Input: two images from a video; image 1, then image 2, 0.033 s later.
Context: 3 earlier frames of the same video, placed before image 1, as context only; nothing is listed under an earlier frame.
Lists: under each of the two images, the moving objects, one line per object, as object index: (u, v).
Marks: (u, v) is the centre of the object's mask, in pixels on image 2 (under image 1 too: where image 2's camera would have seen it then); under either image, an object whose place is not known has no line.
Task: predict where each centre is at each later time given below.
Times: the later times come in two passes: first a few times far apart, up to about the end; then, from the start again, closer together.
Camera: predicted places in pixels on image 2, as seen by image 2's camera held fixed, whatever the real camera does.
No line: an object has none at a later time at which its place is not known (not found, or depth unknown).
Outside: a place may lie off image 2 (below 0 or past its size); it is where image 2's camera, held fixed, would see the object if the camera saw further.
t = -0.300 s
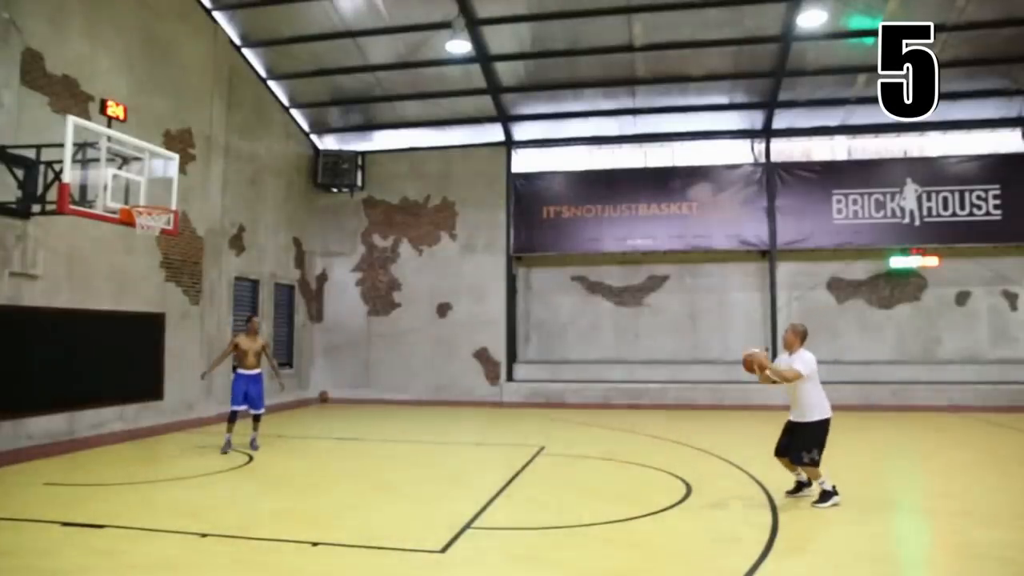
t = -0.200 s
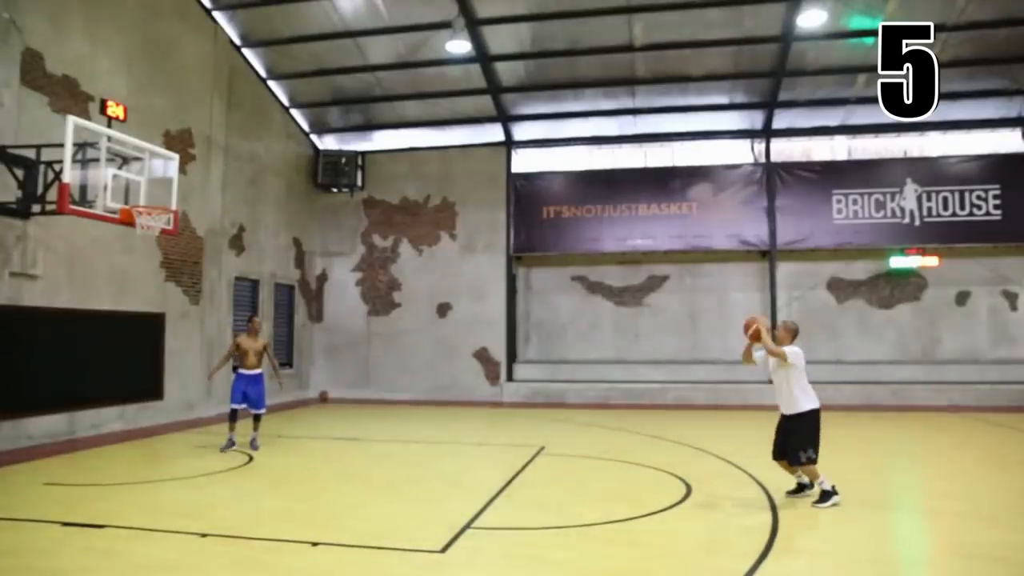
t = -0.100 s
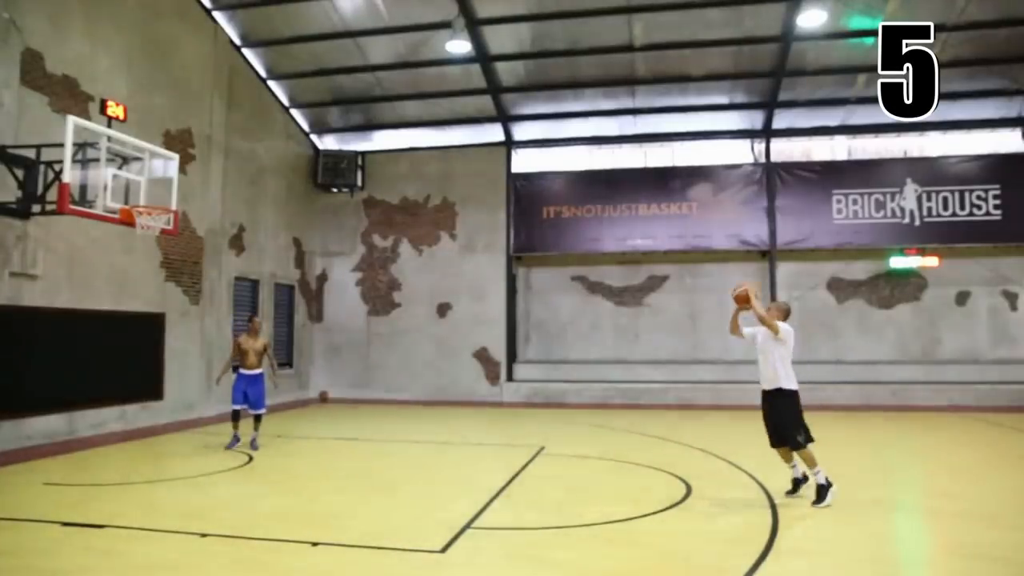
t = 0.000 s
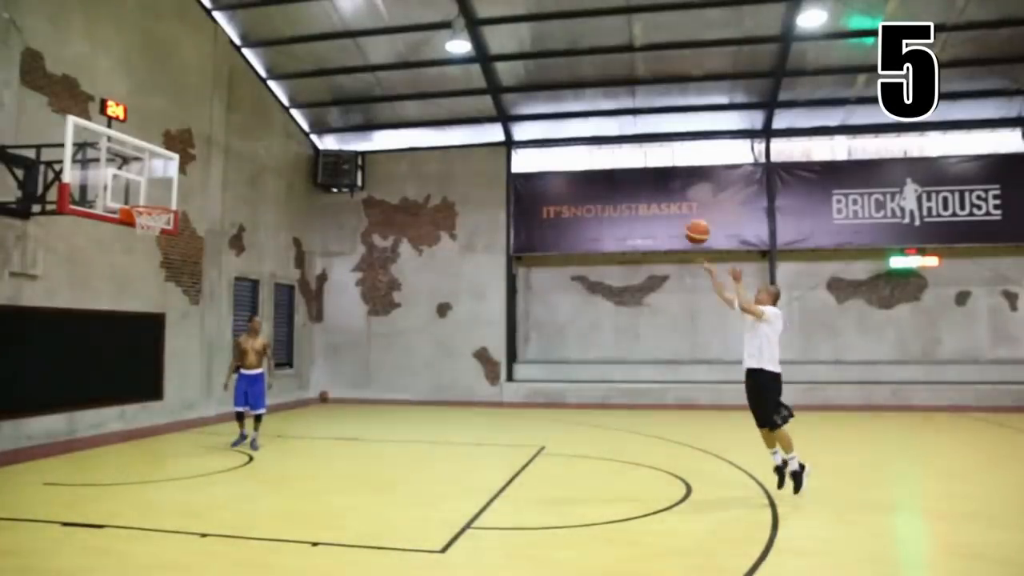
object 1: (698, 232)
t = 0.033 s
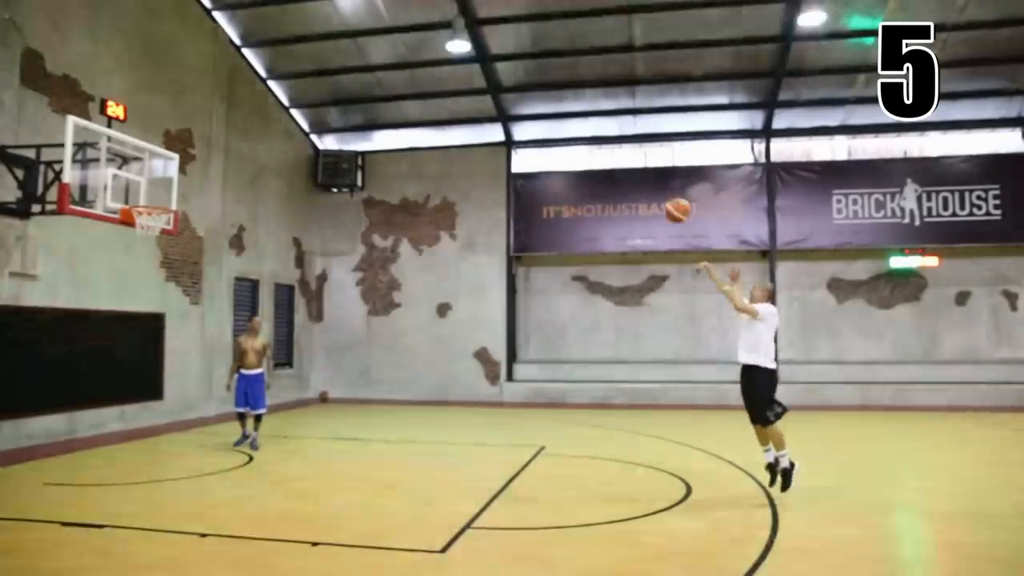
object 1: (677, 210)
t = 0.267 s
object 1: (549, 106)
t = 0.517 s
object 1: (428, 61)
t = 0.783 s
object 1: (314, 76)
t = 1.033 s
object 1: (217, 139)
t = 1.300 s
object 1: (130, 245)
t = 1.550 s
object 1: (82, 353)
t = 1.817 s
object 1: (52, 402)
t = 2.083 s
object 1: (62, 315)
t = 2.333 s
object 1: (69, 282)
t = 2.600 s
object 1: (73, 299)
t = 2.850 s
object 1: (76, 362)
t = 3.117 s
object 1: (74, 418)
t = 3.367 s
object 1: (72, 354)
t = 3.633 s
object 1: (66, 337)
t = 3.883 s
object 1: (59, 368)
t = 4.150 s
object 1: (50, 432)
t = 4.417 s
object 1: (50, 376)
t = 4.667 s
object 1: (47, 370)
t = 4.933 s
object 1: (41, 415)
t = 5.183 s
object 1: (43, 409)
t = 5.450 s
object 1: (58, 416)
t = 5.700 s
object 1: (65, 423)
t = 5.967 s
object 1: (62, 419)
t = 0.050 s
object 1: (669, 200)
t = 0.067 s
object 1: (659, 192)
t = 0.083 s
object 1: (649, 182)
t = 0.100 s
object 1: (640, 175)
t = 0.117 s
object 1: (630, 167)
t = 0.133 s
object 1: (621, 157)
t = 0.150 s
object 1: (611, 149)
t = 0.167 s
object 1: (602, 142)
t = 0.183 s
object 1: (593, 135)
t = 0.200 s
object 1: (584, 129)
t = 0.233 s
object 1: (566, 117)
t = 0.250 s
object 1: (558, 111)
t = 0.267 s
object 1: (549, 106)
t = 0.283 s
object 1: (539, 101)
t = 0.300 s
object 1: (531, 96)
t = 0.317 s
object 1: (522, 91)
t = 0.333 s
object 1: (514, 87)
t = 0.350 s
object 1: (506, 83)
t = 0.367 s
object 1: (498, 80)
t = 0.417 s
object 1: (474, 71)
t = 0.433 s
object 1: (465, 68)
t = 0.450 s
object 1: (458, 66)
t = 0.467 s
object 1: (451, 64)
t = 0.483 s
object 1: (443, 62)
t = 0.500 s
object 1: (436, 61)
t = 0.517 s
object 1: (428, 61)
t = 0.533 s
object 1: (421, 59)
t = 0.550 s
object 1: (414, 59)
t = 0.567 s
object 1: (407, 59)
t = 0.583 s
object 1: (399, 59)
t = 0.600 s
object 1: (392, 59)
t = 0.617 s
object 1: (385, 60)
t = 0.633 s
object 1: (377, 60)
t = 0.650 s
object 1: (370, 61)
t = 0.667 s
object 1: (363, 62)
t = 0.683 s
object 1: (355, 63)
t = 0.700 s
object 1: (348, 65)
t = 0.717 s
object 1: (342, 66)
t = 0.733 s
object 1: (335, 68)
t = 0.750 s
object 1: (327, 71)
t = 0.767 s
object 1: (321, 73)
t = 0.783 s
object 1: (314, 76)
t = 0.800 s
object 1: (307, 78)
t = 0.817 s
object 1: (301, 81)
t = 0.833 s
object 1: (294, 84)
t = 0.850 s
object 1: (288, 89)
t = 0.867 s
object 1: (282, 92)
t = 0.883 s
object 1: (274, 96)
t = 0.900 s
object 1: (268, 100)
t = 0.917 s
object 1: (261, 104)
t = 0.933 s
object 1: (254, 108)
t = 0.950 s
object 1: (248, 113)
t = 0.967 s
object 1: (243, 118)
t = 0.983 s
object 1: (235, 123)
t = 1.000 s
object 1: (230, 129)
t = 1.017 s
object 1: (224, 134)
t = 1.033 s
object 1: (217, 139)
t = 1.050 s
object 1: (212, 145)
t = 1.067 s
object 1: (205, 151)
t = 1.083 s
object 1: (199, 157)
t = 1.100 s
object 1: (193, 165)
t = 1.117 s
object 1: (188, 172)
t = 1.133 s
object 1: (181, 178)
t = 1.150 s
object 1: (175, 186)
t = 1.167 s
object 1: (168, 194)
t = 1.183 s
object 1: (162, 201)
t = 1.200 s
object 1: (157, 207)
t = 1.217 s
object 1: (161, 210)
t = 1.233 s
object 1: (138, 217)
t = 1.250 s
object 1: (141, 229)
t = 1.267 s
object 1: (137, 234)
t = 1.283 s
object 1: (134, 239)
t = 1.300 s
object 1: (130, 245)
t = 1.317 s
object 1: (128, 250)
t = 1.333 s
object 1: (125, 256)
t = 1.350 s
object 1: (122, 263)
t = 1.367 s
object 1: (118, 269)
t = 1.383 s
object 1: (114, 277)
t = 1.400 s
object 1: (111, 283)
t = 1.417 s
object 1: (108, 290)
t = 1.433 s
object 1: (105, 297)
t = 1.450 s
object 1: (101, 305)
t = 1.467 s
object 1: (99, 312)
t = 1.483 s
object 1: (95, 319)
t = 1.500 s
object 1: (92, 327)
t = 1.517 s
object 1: (89, 336)
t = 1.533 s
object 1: (85, 344)
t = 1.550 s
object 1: (82, 353)
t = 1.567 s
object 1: (79, 361)
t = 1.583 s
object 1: (75, 370)
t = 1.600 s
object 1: (72, 380)
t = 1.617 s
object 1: (68, 389)
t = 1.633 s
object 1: (65, 399)
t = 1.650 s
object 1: (62, 408)
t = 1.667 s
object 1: (57, 418)
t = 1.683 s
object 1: (54, 428)
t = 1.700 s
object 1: (50, 438)
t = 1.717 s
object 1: (47, 450)
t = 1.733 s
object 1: (48, 442)
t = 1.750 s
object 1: (49, 434)
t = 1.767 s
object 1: (49, 427)
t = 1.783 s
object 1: (50, 418)
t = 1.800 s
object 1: (52, 410)
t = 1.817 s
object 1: (52, 402)
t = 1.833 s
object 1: (53, 396)
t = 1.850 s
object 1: (54, 389)
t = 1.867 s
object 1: (54, 383)
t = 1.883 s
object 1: (56, 375)
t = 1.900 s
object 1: (56, 369)
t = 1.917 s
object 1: (57, 363)
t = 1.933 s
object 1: (58, 357)
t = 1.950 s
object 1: (58, 351)
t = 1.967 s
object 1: (59, 347)
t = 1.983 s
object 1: (60, 341)
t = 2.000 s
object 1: (60, 336)
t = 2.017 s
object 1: (60, 332)
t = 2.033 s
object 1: (61, 327)
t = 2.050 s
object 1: (62, 323)
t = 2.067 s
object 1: (61, 318)
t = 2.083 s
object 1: (62, 315)
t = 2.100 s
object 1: (63, 311)
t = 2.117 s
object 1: (62, 309)
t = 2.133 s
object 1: (63, 304)
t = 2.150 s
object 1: (64, 301)
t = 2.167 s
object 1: (64, 300)
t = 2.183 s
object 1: (65, 296)
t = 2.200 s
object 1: (65, 294)
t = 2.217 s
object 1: (66, 292)
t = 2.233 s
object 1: (67, 289)
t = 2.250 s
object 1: (67, 288)
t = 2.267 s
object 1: (67, 286)
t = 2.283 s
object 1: (68, 284)
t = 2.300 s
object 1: (68, 283)
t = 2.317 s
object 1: (68, 283)
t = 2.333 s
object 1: (69, 282)
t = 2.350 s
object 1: (69, 282)
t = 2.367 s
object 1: (69, 281)
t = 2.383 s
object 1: (70, 281)
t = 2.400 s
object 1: (70, 281)
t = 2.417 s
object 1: (70, 282)
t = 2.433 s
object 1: (70, 282)
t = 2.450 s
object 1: (71, 283)
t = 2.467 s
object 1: (71, 284)
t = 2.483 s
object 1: (71, 285)
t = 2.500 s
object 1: (72, 287)
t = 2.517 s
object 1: (72, 289)
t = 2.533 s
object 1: (72, 290)
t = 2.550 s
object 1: (72, 292)
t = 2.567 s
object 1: (72, 295)
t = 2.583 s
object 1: (72, 297)
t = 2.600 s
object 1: (73, 299)
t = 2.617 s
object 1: (73, 303)
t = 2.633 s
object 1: (74, 305)
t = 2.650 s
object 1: (75, 307)
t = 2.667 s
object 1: (75, 312)
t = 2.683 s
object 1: (75, 315)
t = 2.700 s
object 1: (75, 319)
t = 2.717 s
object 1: (75, 323)
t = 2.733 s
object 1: (74, 328)
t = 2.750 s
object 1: (75, 332)
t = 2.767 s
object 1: (75, 337)
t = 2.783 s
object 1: (75, 342)
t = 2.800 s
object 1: (75, 346)
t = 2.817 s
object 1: (75, 351)
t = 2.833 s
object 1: (75, 358)
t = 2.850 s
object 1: (76, 362)
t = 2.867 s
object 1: (76, 368)
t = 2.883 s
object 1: (75, 374)
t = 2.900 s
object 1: (76, 381)
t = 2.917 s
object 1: (75, 388)
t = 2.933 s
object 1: (76, 395)
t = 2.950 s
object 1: (76, 401)
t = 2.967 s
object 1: (76, 408)
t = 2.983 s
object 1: (75, 415)
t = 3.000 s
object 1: (75, 423)
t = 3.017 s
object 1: (75, 430)
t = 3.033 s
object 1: (76, 440)
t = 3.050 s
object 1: (75, 444)
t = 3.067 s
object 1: (75, 437)
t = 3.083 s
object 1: (75, 430)
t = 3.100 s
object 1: (74, 424)
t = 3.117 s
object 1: (74, 418)
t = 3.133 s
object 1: (75, 412)
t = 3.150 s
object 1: (75, 406)
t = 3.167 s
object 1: (75, 401)
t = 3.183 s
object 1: (74, 396)
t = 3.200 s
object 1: (74, 391)
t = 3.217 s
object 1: (74, 386)
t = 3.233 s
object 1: (74, 381)
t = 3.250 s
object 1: (74, 377)
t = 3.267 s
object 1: (74, 373)
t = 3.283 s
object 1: (73, 369)
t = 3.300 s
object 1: (73, 366)
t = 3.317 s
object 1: (73, 362)
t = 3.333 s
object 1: (73, 359)
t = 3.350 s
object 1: (73, 356)
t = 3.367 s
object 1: (72, 354)
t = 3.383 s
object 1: (72, 351)
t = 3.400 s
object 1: (72, 348)
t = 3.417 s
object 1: (71, 346)
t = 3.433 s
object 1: (71, 345)
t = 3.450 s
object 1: (71, 342)
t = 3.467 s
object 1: (70, 341)
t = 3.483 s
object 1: (69, 340)
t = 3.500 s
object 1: (69, 339)
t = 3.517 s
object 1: (69, 338)
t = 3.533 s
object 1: (68, 337)
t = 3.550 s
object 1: (68, 337)
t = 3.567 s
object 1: (68, 336)
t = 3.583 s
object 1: (67, 336)
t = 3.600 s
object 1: (67, 336)
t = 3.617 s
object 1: (67, 337)
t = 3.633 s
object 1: (66, 337)
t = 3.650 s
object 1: (66, 338)
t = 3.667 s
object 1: (66, 338)
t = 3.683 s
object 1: (65, 340)
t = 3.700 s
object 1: (65, 341)
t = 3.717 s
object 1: (64, 342)
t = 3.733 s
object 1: (64, 344)
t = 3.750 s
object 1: (63, 346)
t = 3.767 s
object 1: (63, 348)
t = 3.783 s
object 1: (63, 350)
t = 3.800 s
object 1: (62, 352)
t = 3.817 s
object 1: (61, 355)
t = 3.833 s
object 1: (61, 358)
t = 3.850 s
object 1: (60, 361)
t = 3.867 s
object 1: (60, 365)
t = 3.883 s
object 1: (59, 368)
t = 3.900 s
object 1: (59, 372)
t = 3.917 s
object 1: (58, 376)
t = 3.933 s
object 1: (58, 380)
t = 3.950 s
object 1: (57, 384)
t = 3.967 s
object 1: (56, 389)
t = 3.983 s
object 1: (55, 393)
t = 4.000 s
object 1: (55, 399)
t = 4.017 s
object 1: (54, 402)
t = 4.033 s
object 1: (54, 409)
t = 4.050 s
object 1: (53, 415)
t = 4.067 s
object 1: (52, 421)
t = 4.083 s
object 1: (51, 427)
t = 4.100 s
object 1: (51, 433)
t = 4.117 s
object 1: (50, 440)
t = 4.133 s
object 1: (50, 440)
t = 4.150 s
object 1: (50, 432)
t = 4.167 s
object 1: (50, 428)
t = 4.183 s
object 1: (50, 422)
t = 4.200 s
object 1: (50, 417)
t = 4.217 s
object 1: (50, 413)
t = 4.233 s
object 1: (50, 408)
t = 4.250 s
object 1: (50, 404)
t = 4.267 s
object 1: (50, 401)
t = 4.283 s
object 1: (50, 397)
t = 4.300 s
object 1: (50, 394)
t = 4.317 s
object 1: (50, 391)
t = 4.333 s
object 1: (50, 388)
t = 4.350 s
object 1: (50, 386)
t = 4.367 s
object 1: (50, 383)
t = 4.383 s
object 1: (50, 381)
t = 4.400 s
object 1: (50, 378)
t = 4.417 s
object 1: (50, 376)
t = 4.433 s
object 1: (49, 374)
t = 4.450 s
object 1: (49, 373)
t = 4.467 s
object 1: (50, 371)
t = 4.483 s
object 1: (49, 370)
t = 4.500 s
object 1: (49, 369)
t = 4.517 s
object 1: (50, 368)
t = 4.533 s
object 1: (49, 368)
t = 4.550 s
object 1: (49, 367)
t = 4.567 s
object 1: (49, 367)
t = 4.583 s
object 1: (49, 367)
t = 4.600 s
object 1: (48, 368)
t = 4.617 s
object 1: (48, 368)
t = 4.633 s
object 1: (48, 368)
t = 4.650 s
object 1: (47, 369)
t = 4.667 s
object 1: (47, 370)
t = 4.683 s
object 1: (48, 372)
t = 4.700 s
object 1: (47, 373)
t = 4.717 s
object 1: (46, 375)
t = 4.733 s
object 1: (47, 377)
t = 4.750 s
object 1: (46, 379)
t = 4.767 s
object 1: (45, 381)
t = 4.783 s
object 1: (46, 384)
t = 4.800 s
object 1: (45, 386)
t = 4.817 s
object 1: (45, 389)
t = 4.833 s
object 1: (45, 392)
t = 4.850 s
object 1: (44, 395)
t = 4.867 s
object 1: (43, 399)
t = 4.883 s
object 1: (44, 402)
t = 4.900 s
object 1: (43, 405)
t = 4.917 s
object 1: (42, 410)
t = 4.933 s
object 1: (41, 415)
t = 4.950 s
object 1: (41, 419)
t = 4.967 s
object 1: (40, 426)
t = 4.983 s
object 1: (40, 430)
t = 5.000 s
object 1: (39, 436)
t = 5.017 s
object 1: (38, 440)
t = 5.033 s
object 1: (38, 436)
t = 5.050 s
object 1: (38, 432)
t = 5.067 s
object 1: (39, 428)
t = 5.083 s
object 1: (39, 423)
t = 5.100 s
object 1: (39, 419)
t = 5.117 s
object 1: (40, 416)
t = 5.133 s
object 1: (41, 414)
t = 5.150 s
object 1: (41, 413)
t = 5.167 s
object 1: (42, 411)
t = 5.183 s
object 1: (43, 409)
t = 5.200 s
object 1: (44, 408)
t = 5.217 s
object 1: (45, 407)
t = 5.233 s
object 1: (46, 407)
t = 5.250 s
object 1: (47, 406)
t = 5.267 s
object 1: (48, 406)
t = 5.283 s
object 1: (50, 405)
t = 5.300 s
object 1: (51, 405)
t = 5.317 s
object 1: (52, 405)
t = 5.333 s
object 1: (53, 406)
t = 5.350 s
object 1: (54, 407)
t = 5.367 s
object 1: (55, 408)
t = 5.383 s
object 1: (56, 409)
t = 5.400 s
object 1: (56, 411)
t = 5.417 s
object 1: (57, 411)
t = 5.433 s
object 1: (57, 413)
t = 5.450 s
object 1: (58, 416)
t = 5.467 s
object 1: (58, 417)
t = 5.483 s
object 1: (60, 419)
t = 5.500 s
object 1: (61, 422)
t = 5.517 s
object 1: (62, 425)
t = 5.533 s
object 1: (63, 428)
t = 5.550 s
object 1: (64, 432)
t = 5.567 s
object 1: (64, 435)
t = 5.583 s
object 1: (65, 438)
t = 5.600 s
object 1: (65, 437)
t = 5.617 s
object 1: (65, 435)
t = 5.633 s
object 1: (65, 432)
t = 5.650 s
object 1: (65, 429)
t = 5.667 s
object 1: (65, 427)
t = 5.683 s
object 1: (65, 424)
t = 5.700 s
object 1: (65, 423)
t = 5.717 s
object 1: (65, 421)
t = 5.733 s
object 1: (65, 419)
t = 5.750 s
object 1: (65, 418)
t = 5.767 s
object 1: (65, 417)
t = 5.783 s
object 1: (64, 416)
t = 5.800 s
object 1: (64, 415)
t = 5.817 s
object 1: (64, 415)
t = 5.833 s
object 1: (64, 414)
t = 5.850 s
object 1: (63, 414)
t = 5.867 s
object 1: (63, 414)
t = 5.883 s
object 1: (63, 414)
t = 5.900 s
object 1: (63, 415)
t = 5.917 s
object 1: (63, 415)
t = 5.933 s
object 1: (62, 416)
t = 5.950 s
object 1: (62, 418)
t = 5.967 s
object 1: (62, 419)
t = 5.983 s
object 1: (61, 421)
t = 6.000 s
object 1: (61, 422)
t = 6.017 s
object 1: (61, 424)
